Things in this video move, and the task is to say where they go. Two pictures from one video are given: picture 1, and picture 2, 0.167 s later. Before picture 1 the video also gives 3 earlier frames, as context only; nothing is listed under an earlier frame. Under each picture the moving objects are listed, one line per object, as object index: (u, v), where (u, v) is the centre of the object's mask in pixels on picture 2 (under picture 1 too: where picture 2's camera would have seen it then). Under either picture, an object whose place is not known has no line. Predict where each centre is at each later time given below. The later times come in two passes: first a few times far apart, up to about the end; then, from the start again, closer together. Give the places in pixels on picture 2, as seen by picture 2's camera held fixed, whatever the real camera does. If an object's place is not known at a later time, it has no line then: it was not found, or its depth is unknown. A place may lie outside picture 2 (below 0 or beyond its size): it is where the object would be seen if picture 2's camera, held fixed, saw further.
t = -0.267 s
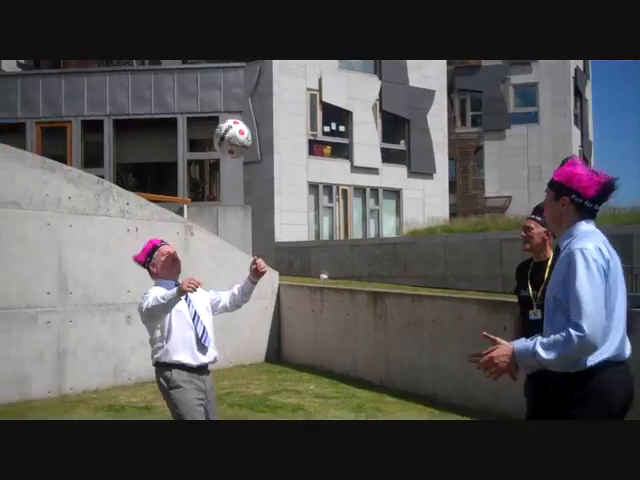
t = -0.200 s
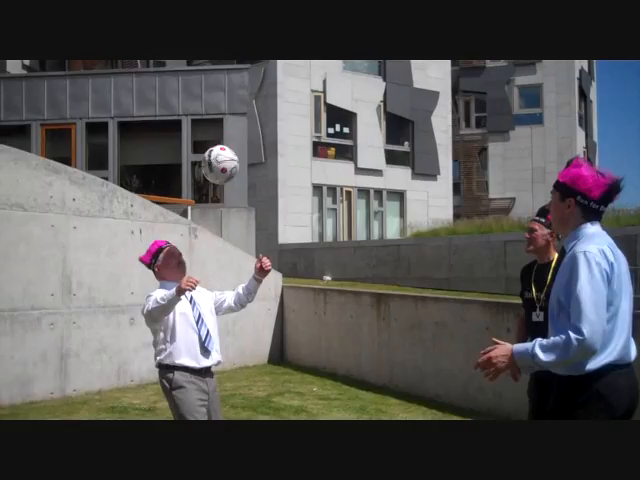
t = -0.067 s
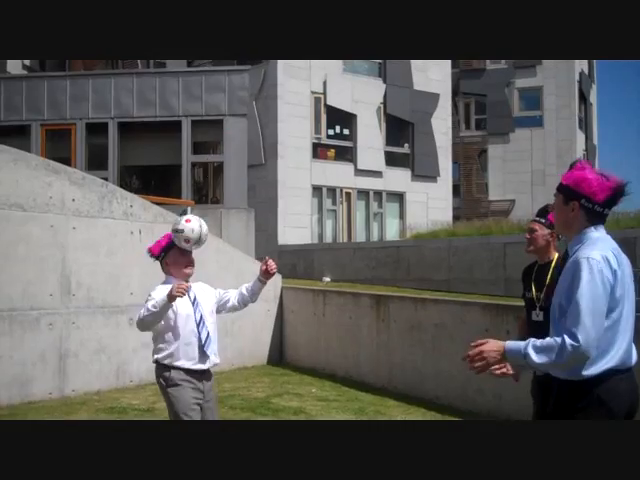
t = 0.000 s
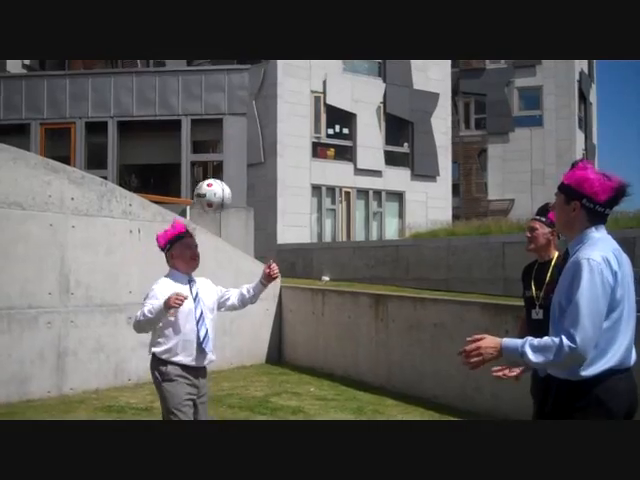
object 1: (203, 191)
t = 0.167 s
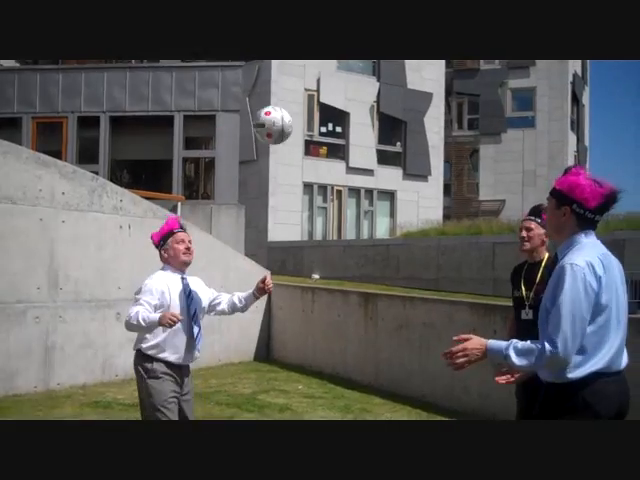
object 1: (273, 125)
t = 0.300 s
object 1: (336, 98)
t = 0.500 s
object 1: (450, 121)
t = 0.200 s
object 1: (288, 116)
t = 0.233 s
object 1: (303, 108)
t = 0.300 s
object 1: (336, 98)
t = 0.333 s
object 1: (354, 95)
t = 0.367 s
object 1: (372, 95)
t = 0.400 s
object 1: (390, 98)
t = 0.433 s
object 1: (409, 103)
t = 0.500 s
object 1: (450, 121)
